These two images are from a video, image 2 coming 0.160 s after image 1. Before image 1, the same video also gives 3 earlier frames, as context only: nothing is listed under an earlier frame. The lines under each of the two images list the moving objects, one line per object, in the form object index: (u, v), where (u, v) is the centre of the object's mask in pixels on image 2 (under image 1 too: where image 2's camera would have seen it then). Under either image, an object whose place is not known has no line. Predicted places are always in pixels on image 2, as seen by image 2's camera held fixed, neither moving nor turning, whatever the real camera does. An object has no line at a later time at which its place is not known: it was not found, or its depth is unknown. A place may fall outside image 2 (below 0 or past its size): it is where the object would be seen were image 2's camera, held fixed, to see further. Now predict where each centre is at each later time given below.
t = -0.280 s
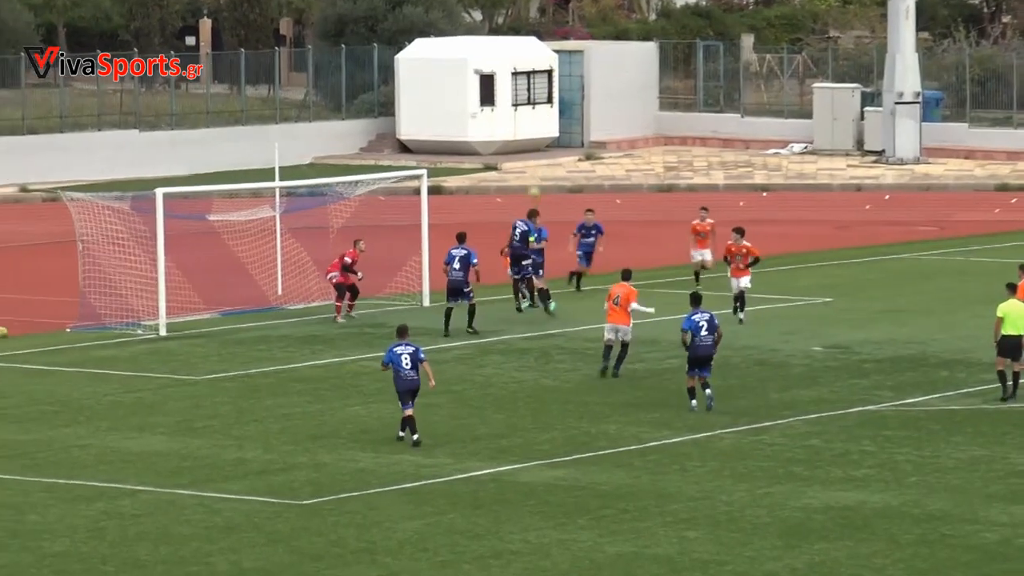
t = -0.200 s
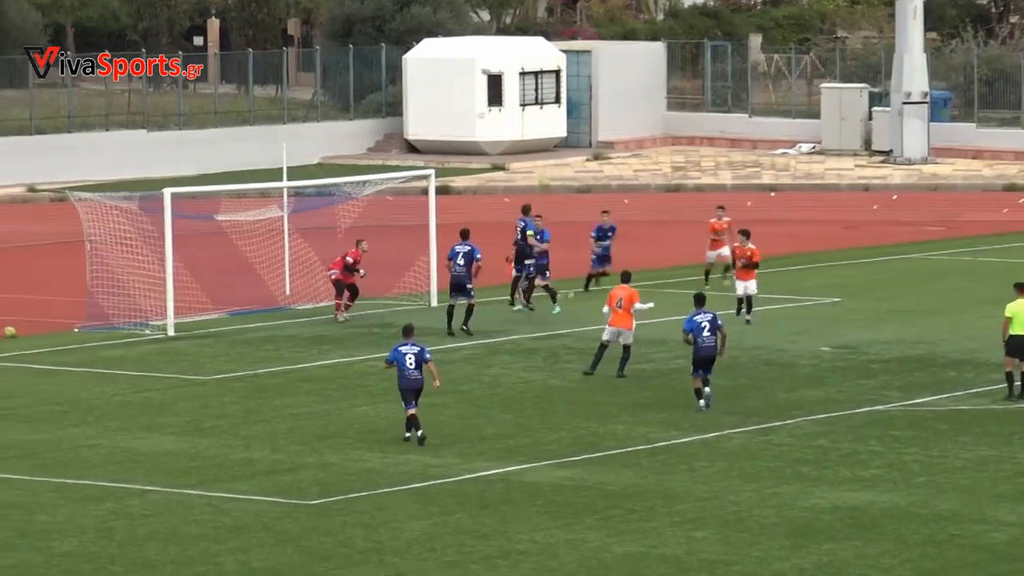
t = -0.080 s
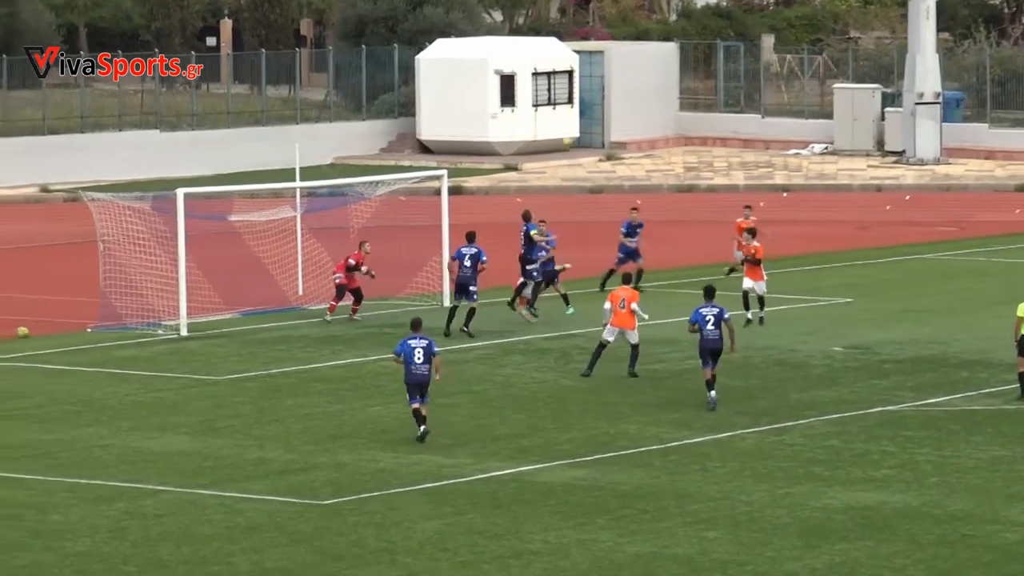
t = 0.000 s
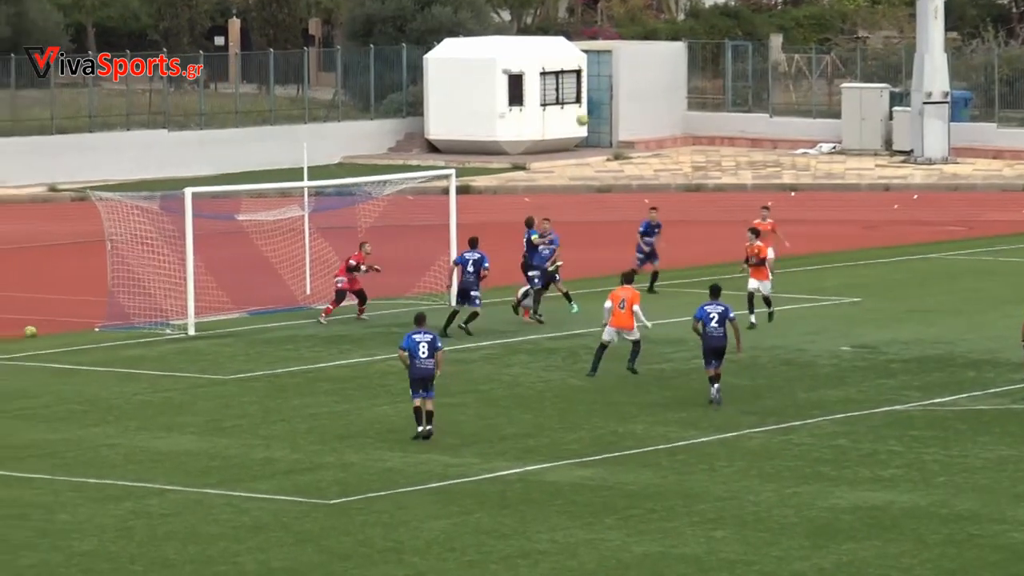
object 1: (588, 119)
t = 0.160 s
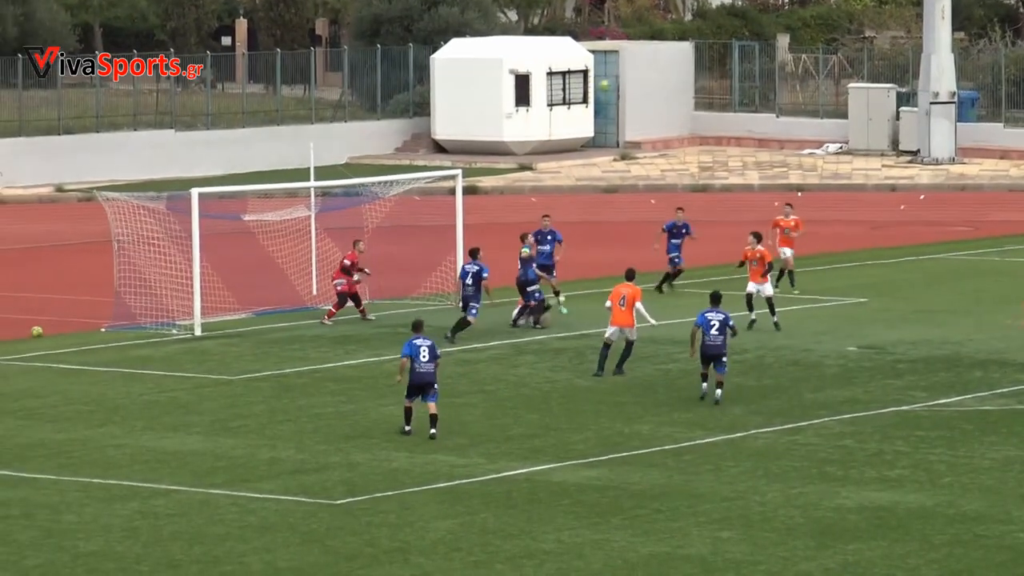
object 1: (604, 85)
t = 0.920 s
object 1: (673, 124)
